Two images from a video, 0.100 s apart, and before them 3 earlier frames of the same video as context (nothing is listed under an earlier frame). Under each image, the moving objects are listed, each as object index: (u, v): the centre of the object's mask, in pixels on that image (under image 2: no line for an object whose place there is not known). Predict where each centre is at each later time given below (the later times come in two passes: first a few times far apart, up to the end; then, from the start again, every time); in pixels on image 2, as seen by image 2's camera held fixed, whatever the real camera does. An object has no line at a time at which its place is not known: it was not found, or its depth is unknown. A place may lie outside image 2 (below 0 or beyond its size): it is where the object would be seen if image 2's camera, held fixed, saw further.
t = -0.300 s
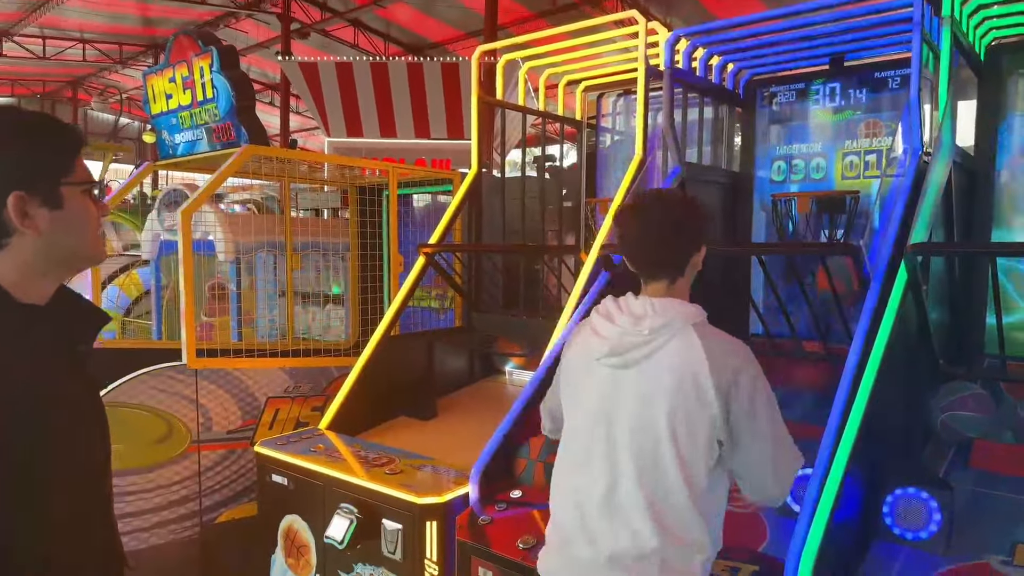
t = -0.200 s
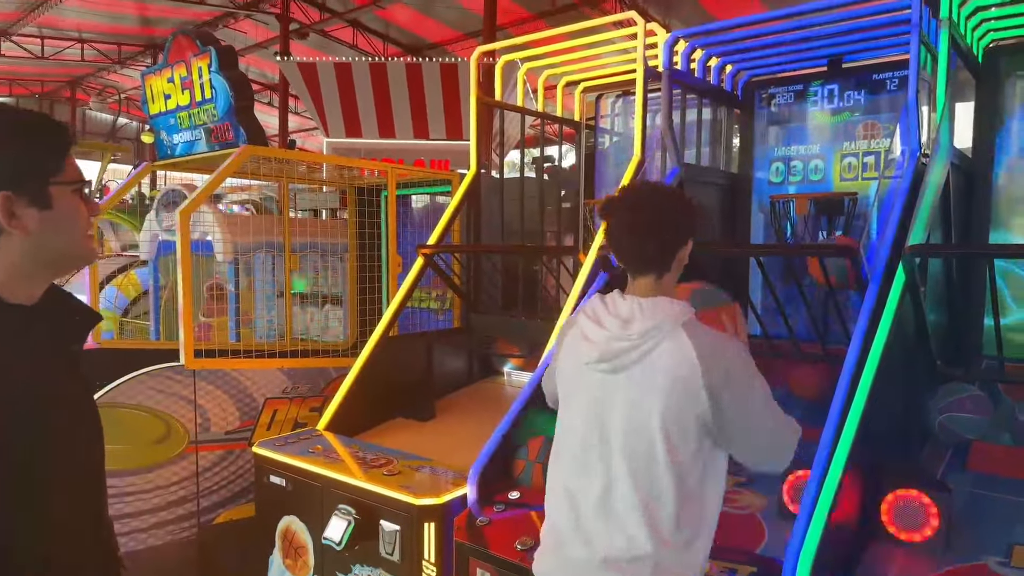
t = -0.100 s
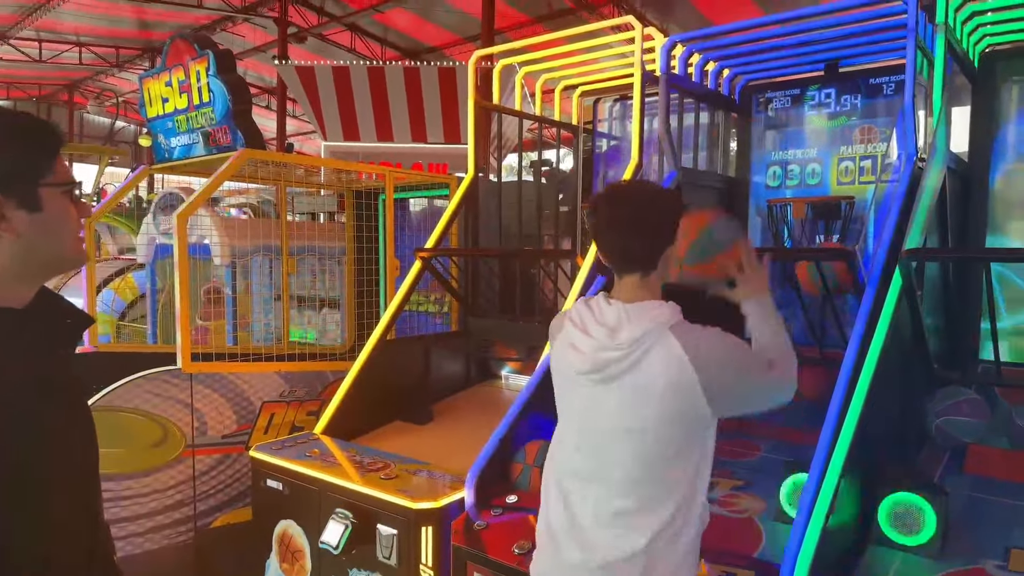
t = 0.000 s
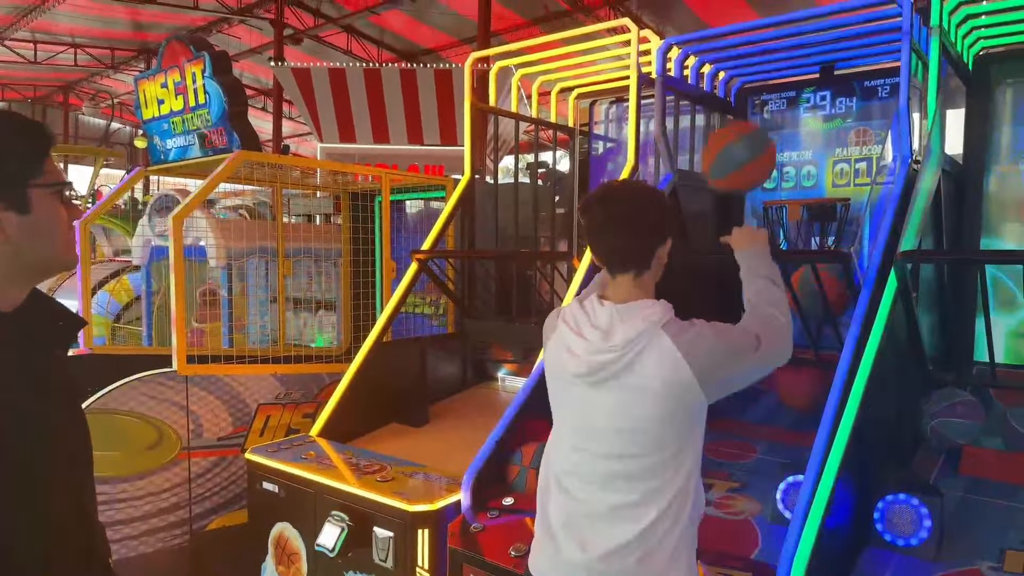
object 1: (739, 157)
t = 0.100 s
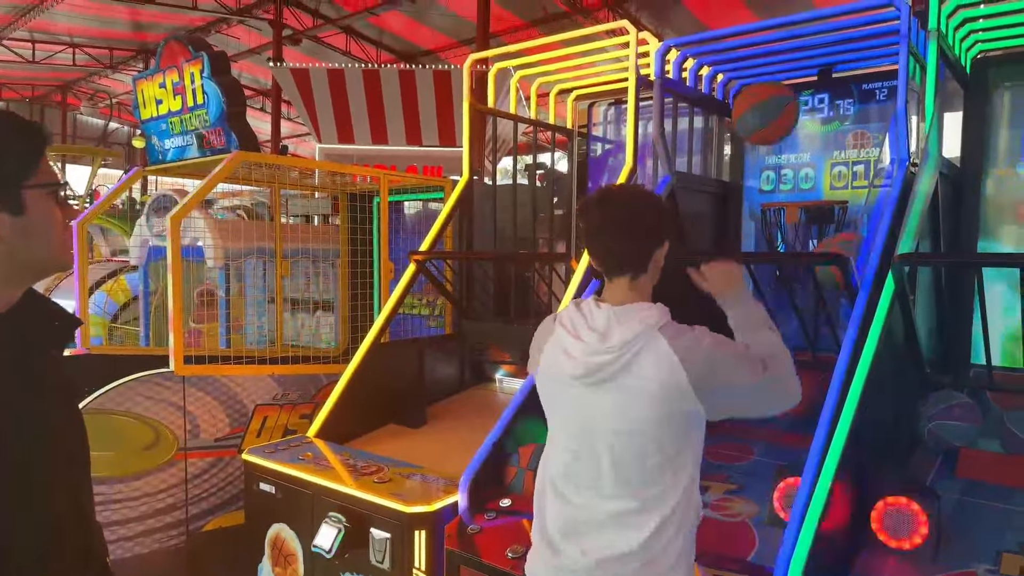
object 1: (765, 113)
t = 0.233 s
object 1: (792, 102)
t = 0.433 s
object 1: (819, 158)
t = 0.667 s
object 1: (818, 131)
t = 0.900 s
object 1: (802, 169)
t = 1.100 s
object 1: (799, 156)
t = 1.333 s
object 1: (790, 207)
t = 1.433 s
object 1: (785, 241)
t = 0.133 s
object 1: (773, 106)
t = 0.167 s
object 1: (780, 102)
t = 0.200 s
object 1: (786, 100)
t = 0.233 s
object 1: (792, 102)
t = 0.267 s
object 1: (797, 106)
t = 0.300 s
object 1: (803, 112)
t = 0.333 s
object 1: (808, 121)
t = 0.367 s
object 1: (811, 132)
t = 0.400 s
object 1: (815, 144)
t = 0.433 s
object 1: (819, 158)
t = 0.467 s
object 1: (822, 174)
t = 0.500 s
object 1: (824, 172)
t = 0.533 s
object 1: (824, 160)
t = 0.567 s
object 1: (822, 149)
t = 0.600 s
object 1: (821, 141)
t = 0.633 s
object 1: (820, 135)
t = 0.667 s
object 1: (818, 131)
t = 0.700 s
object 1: (816, 130)
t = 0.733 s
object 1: (815, 130)
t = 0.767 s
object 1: (812, 133)
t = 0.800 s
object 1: (810, 138)
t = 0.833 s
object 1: (808, 146)
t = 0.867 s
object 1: (805, 156)
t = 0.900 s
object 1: (802, 169)
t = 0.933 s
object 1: (801, 179)
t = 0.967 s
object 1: (800, 175)
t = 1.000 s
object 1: (800, 166)
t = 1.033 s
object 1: (800, 161)
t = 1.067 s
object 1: (799, 157)
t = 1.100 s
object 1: (799, 156)
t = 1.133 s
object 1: (798, 157)
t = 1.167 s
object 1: (797, 161)
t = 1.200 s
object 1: (796, 167)
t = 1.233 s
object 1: (794, 176)
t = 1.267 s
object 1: (793, 186)
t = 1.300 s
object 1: (792, 196)
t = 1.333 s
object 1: (790, 207)
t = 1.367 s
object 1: (788, 219)
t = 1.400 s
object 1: (787, 231)
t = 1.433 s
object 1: (785, 241)
